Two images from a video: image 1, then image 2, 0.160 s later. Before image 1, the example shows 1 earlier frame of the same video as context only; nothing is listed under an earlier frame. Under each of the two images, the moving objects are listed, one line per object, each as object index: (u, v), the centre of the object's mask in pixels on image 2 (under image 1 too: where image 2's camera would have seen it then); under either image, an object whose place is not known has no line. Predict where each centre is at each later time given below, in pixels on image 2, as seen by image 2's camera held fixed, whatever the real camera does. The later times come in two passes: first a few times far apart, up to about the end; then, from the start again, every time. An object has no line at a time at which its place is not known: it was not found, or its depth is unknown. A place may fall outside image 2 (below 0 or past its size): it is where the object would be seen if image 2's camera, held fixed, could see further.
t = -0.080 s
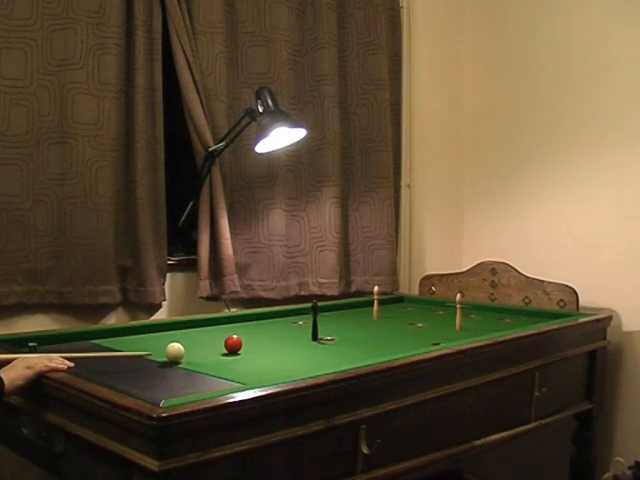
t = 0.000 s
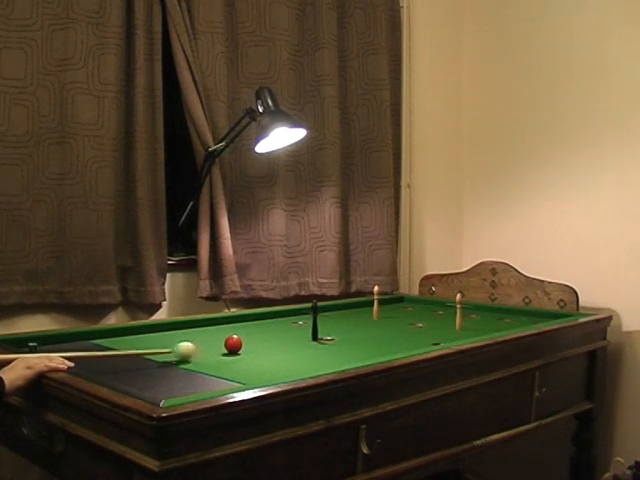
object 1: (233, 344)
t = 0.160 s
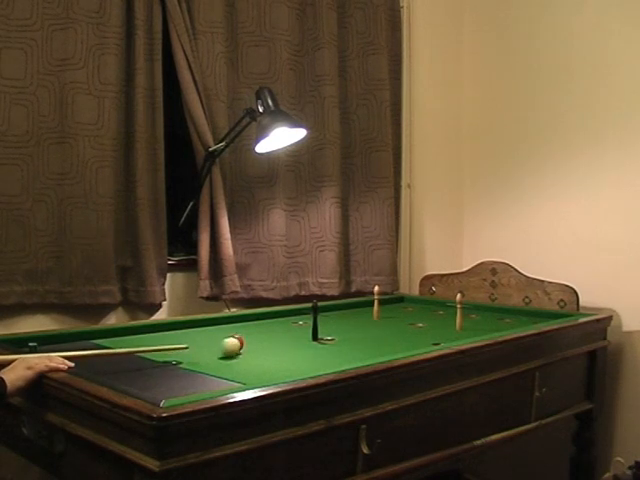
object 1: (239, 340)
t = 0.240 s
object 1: (236, 340)
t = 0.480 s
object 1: (251, 336)
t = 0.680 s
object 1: (260, 332)
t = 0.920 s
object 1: (269, 328)
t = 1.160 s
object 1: (278, 325)
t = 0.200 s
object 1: (235, 337)
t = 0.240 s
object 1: (236, 340)
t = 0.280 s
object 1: (241, 340)
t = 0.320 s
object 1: (243, 339)
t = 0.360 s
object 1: (245, 338)
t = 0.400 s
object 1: (247, 338)
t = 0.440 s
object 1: (249, 337)
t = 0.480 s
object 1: (251, 336)
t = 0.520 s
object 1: (253, 335)
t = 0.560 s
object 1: (255, 335)
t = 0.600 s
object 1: (257, 334)
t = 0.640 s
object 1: (258, 333)
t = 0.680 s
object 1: (260, 332)
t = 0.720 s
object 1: (262, 332)
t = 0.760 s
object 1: (263, 331)
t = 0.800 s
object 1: (265, 330)
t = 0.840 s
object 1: (267, 330)
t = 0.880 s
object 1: (268, 329)
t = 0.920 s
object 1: (269, 328)
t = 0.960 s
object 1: (271, 327)
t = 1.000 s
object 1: (272, 327)
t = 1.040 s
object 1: (274, 327)
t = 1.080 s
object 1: (275, 326)
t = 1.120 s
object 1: (276, 326)
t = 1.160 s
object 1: (278, 325)
